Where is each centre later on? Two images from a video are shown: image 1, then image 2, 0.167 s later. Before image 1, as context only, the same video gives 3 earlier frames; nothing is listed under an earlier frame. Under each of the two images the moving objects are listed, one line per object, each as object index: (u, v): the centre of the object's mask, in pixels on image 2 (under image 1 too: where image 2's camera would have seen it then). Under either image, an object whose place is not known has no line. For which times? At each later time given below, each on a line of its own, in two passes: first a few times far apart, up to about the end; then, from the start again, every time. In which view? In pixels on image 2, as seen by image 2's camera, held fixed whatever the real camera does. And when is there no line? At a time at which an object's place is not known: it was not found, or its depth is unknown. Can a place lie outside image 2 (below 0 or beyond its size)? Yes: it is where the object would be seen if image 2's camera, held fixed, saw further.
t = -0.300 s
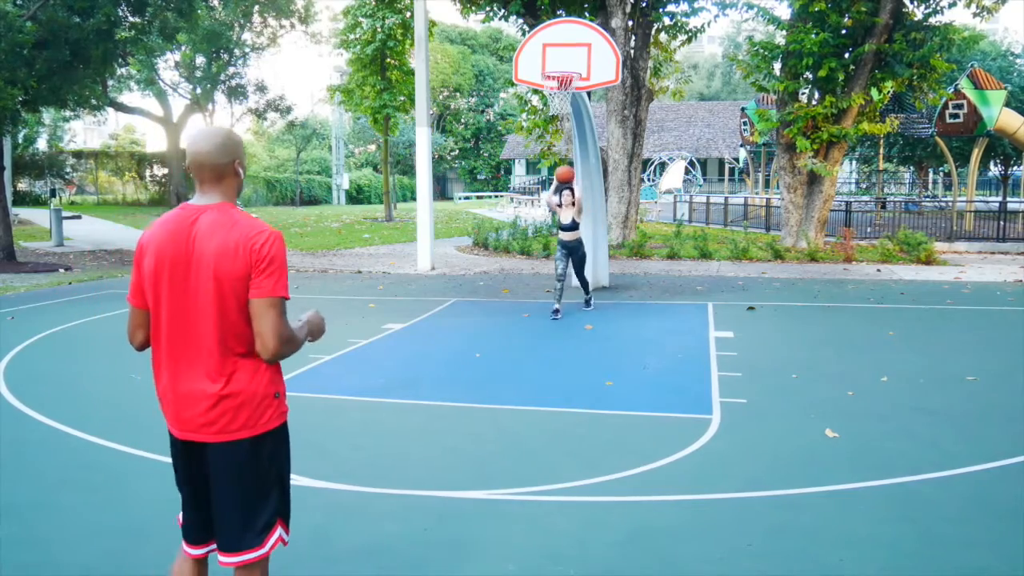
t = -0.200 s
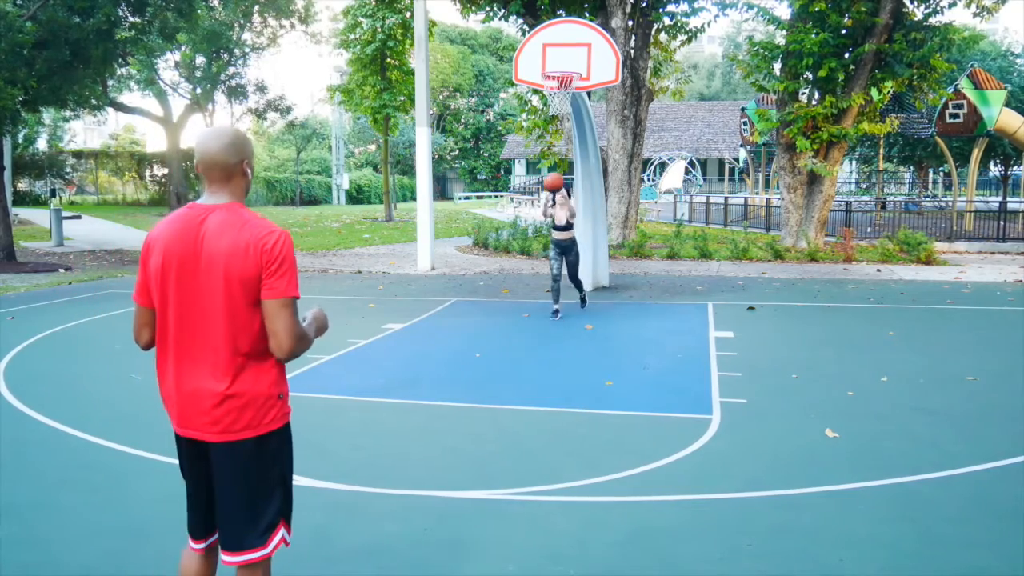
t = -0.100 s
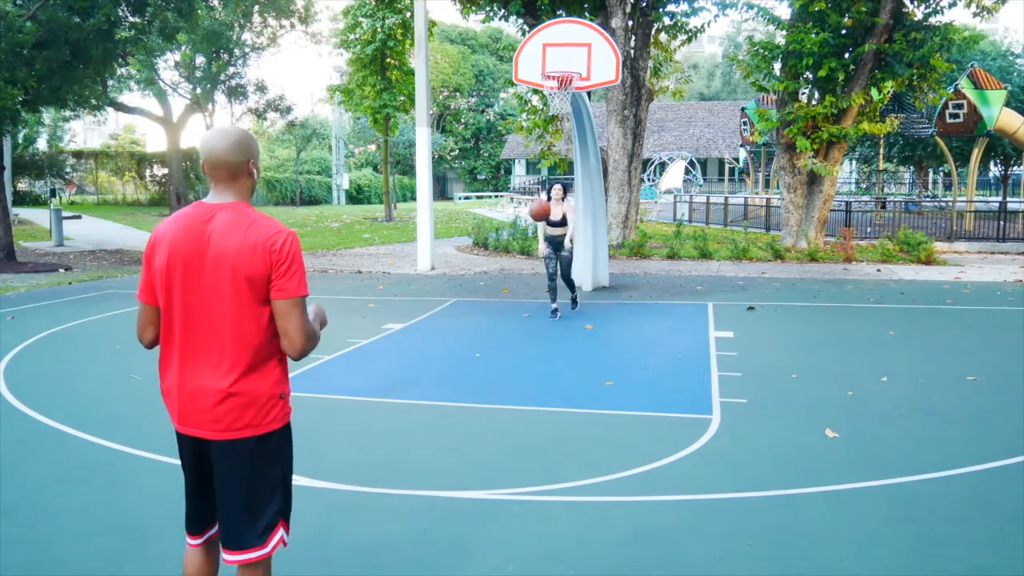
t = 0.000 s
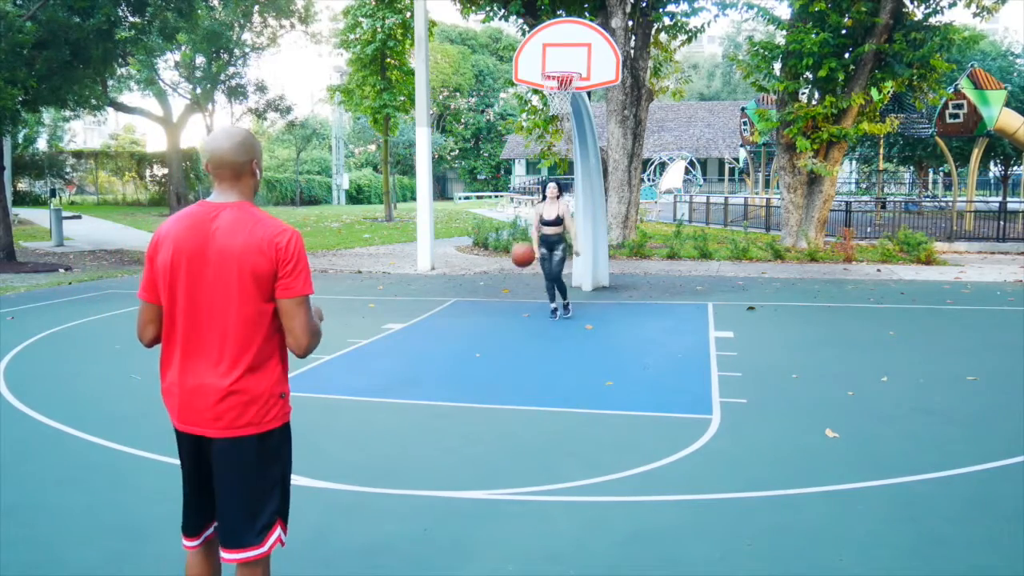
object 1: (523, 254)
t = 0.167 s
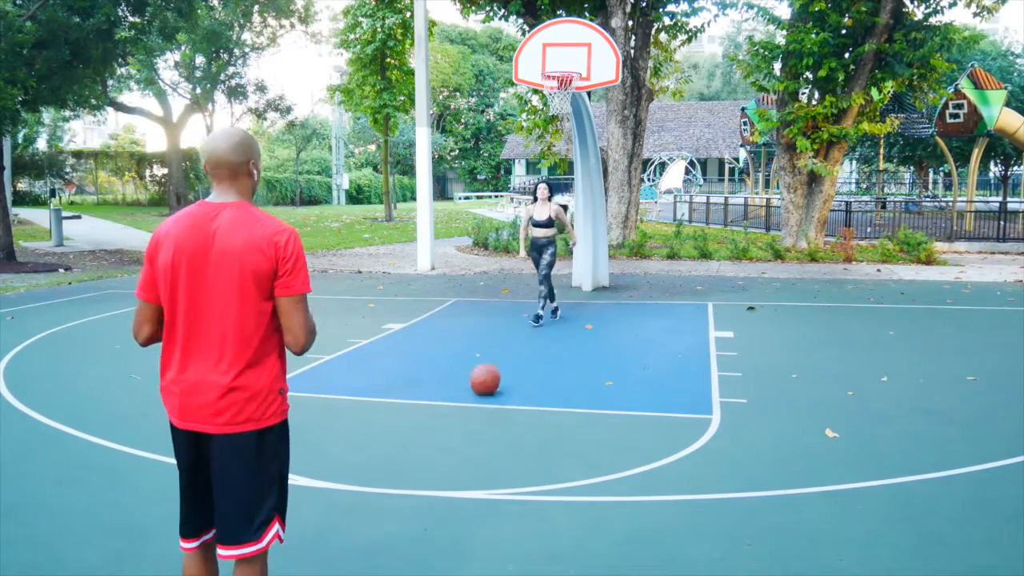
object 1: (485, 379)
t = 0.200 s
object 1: (481, 366)
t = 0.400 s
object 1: (453, 275)
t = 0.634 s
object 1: (408, 213)
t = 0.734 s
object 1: (384, 211)
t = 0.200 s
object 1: (481, 366)
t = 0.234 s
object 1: (476, 350)
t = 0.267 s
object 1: (472, 333)
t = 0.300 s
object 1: (467, 317)
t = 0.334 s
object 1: (463, 302)
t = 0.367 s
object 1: (458, 289)
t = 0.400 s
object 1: (453, 275)
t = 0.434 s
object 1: (448, 263)
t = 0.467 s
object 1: (441, 250)
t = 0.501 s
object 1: (435, 241)
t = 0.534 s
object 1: (429, 232)
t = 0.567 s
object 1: (423, 225)
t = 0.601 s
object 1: (416, 218)
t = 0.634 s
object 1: (408, 213)
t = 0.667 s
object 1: (400, 210)
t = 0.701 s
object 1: (392, 209)
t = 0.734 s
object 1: (384, 211)
